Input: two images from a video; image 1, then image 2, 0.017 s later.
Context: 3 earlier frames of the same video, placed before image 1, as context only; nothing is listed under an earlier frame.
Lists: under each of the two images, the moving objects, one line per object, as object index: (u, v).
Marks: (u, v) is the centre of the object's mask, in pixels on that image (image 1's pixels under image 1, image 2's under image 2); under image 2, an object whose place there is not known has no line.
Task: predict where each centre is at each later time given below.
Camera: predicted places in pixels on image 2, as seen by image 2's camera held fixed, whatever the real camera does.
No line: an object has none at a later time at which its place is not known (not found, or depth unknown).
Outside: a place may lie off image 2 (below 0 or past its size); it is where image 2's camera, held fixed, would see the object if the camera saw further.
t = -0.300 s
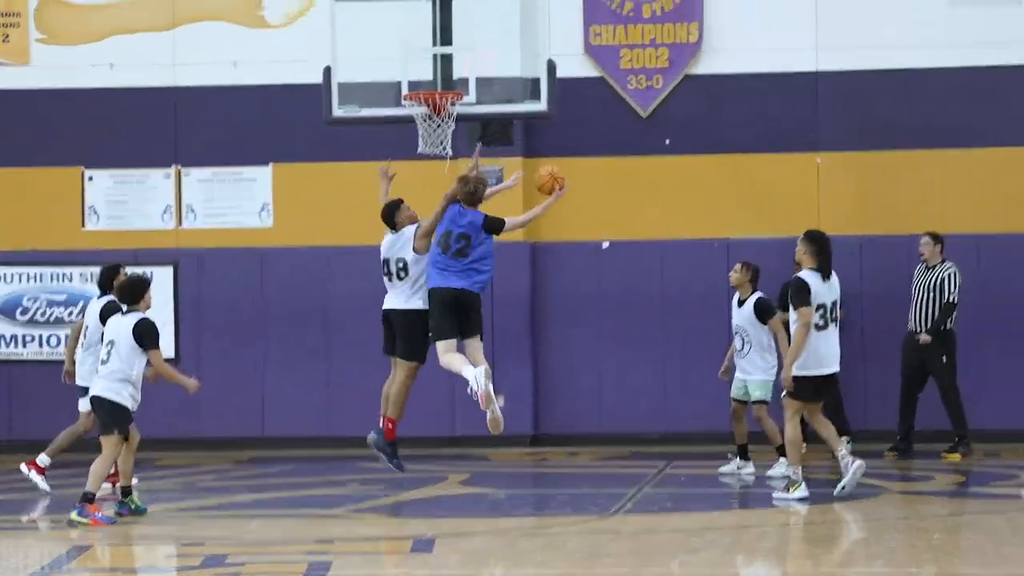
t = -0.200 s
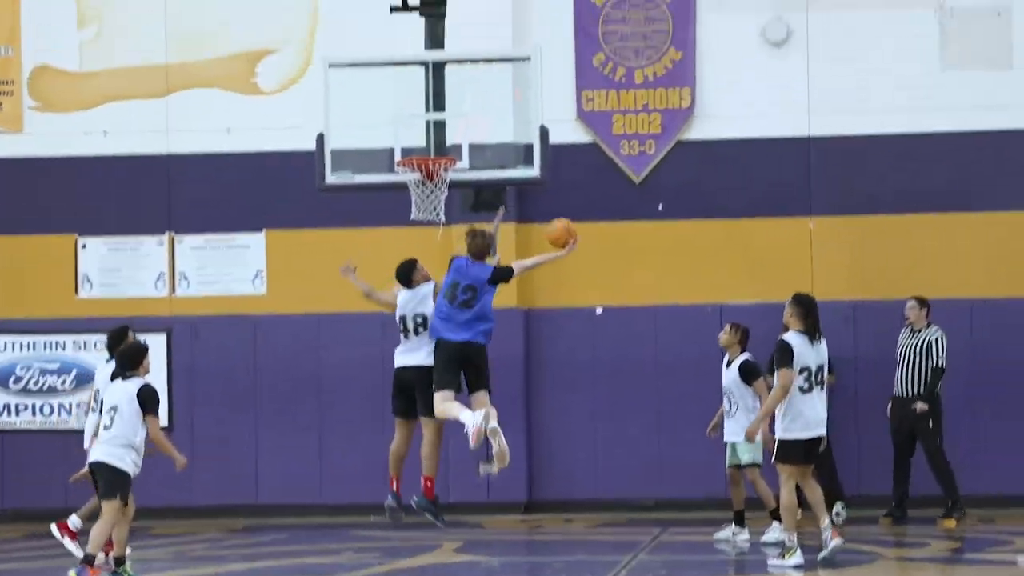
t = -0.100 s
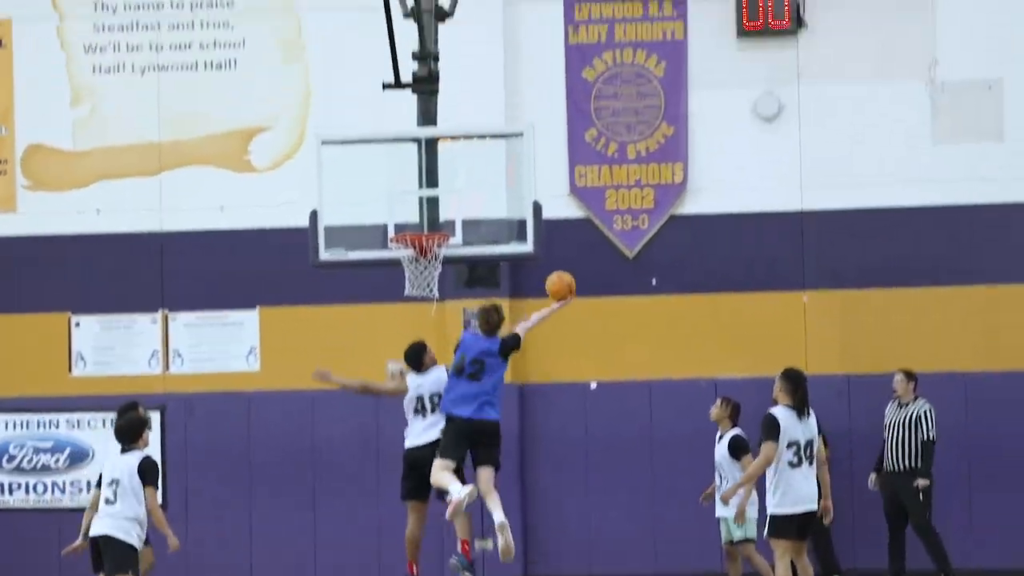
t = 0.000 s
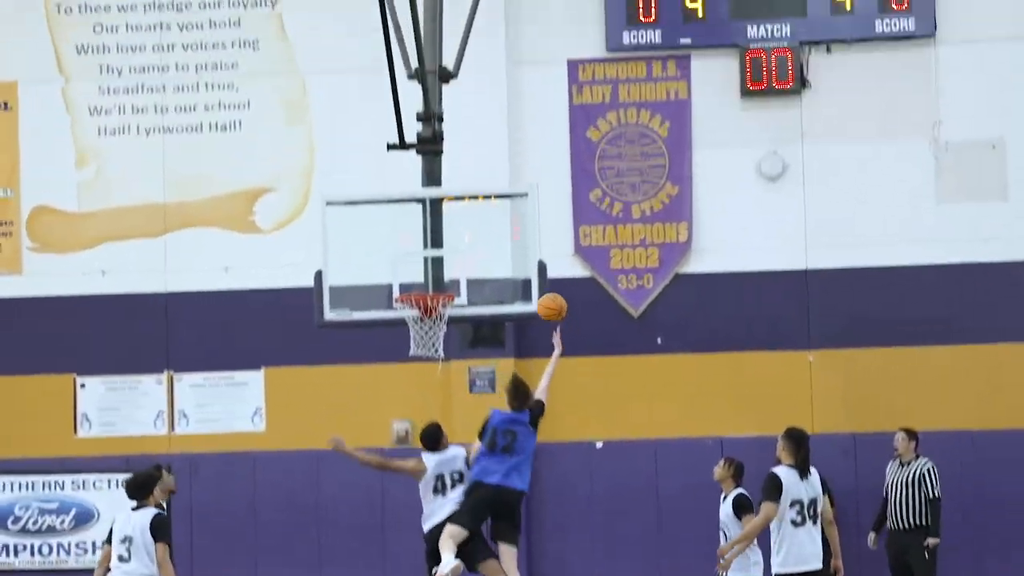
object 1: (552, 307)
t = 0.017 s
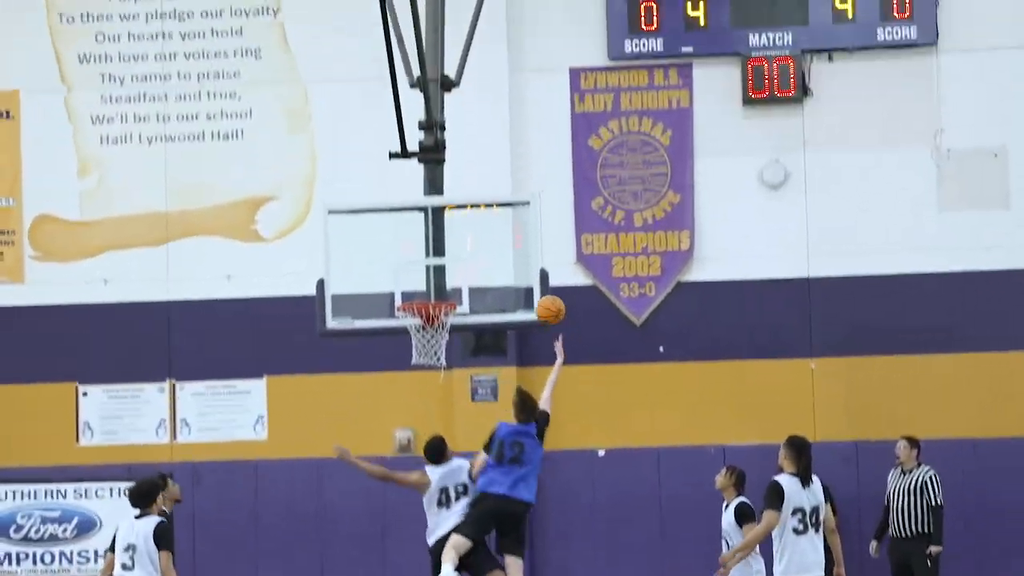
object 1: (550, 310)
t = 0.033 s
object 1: (546, 303)
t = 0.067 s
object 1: (538, 291)
